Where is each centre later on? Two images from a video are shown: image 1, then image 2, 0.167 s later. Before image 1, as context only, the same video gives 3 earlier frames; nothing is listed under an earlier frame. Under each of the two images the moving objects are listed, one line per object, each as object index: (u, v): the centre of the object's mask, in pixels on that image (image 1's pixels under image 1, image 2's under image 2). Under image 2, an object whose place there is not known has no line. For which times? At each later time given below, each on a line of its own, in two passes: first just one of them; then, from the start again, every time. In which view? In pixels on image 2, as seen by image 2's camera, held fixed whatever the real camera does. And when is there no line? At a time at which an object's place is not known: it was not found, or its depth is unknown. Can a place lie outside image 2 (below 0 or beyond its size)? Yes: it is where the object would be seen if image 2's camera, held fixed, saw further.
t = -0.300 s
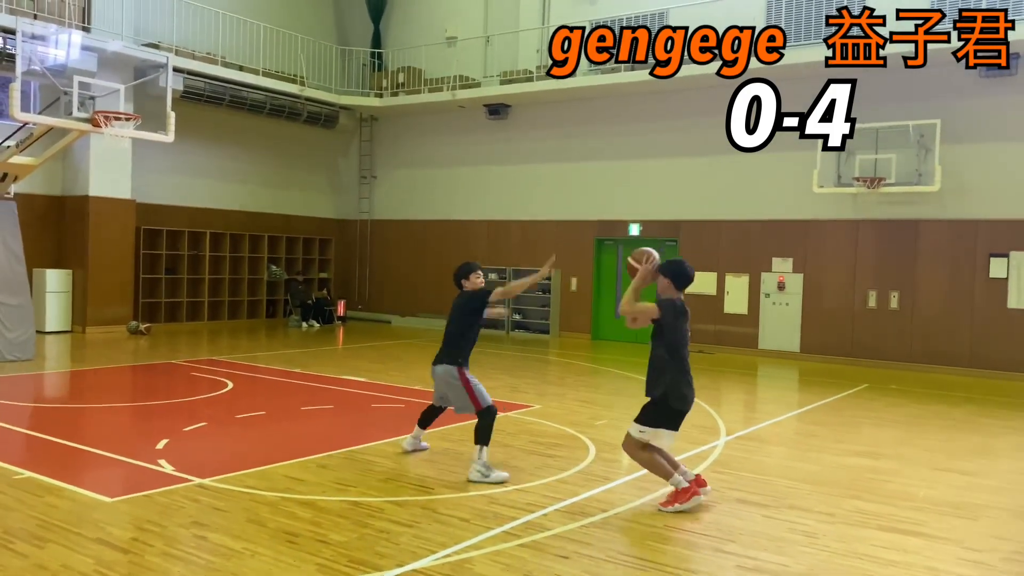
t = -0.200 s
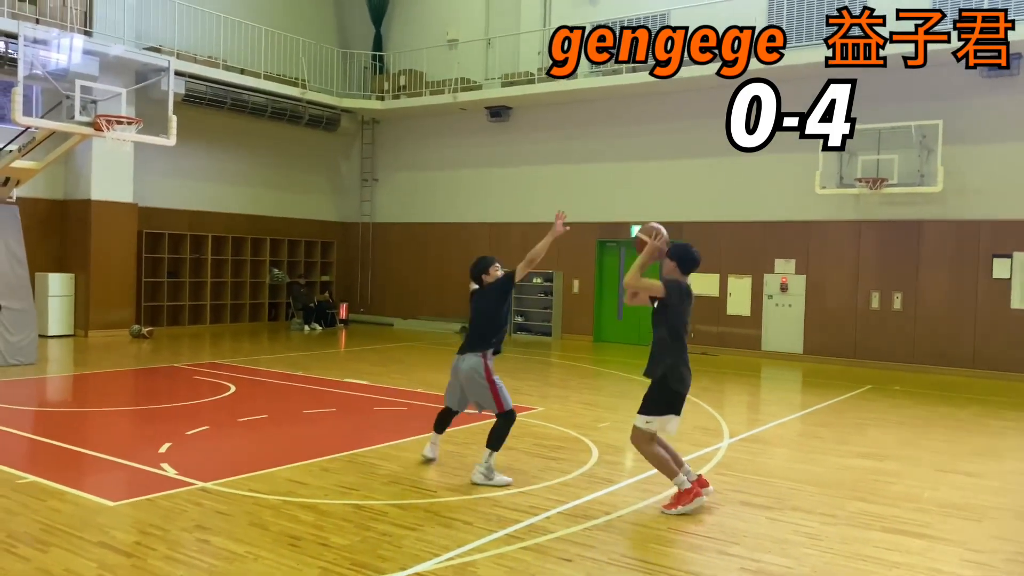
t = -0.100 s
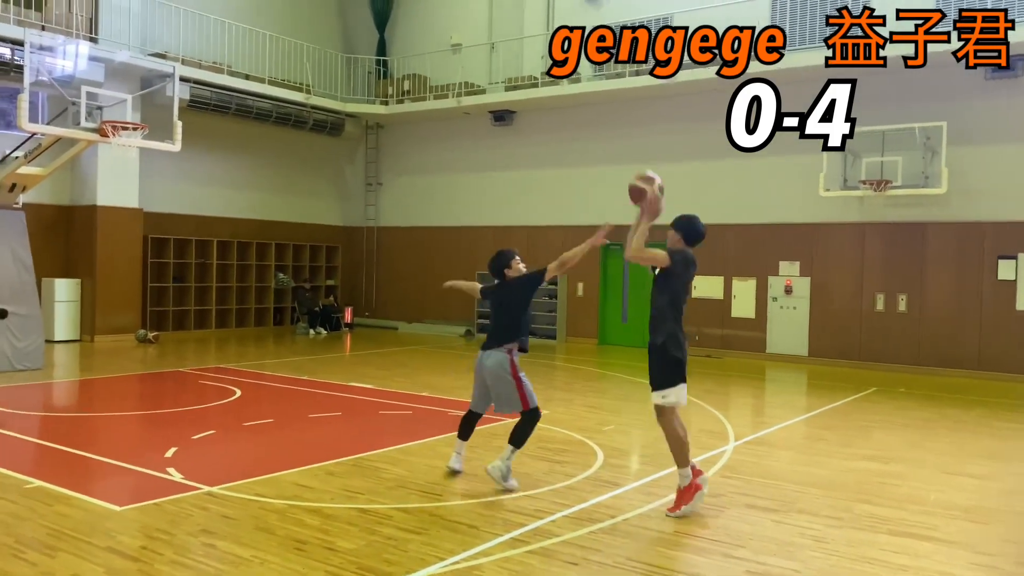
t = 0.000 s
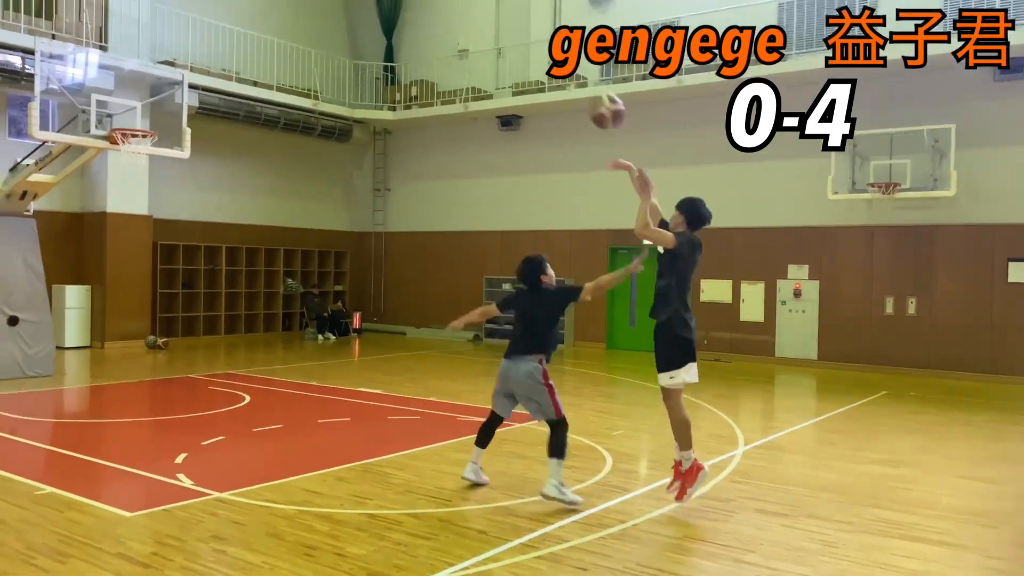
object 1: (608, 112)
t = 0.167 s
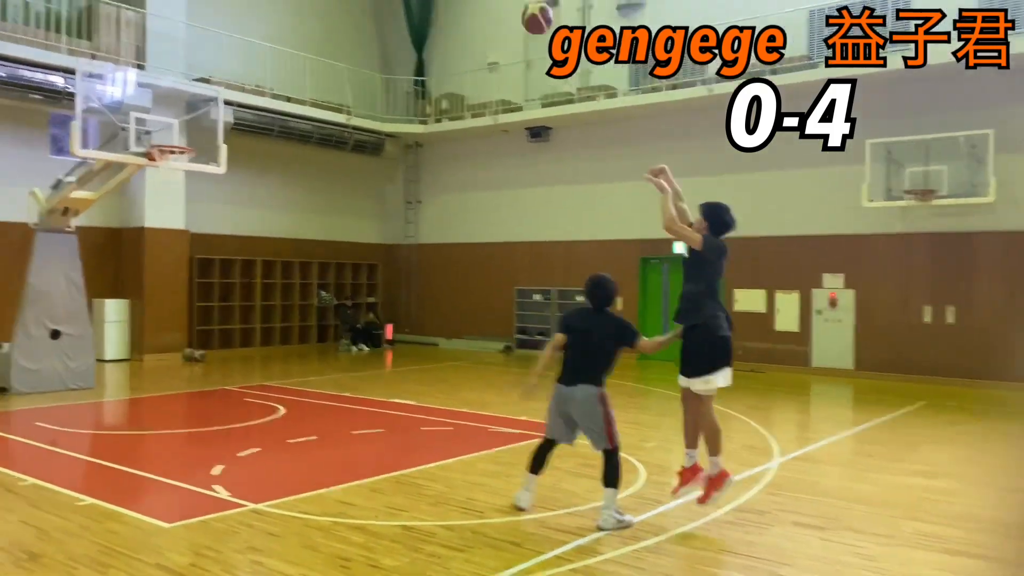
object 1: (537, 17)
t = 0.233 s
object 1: (503, 0)
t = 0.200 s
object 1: (521, 8)
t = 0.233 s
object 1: (503, 0)
